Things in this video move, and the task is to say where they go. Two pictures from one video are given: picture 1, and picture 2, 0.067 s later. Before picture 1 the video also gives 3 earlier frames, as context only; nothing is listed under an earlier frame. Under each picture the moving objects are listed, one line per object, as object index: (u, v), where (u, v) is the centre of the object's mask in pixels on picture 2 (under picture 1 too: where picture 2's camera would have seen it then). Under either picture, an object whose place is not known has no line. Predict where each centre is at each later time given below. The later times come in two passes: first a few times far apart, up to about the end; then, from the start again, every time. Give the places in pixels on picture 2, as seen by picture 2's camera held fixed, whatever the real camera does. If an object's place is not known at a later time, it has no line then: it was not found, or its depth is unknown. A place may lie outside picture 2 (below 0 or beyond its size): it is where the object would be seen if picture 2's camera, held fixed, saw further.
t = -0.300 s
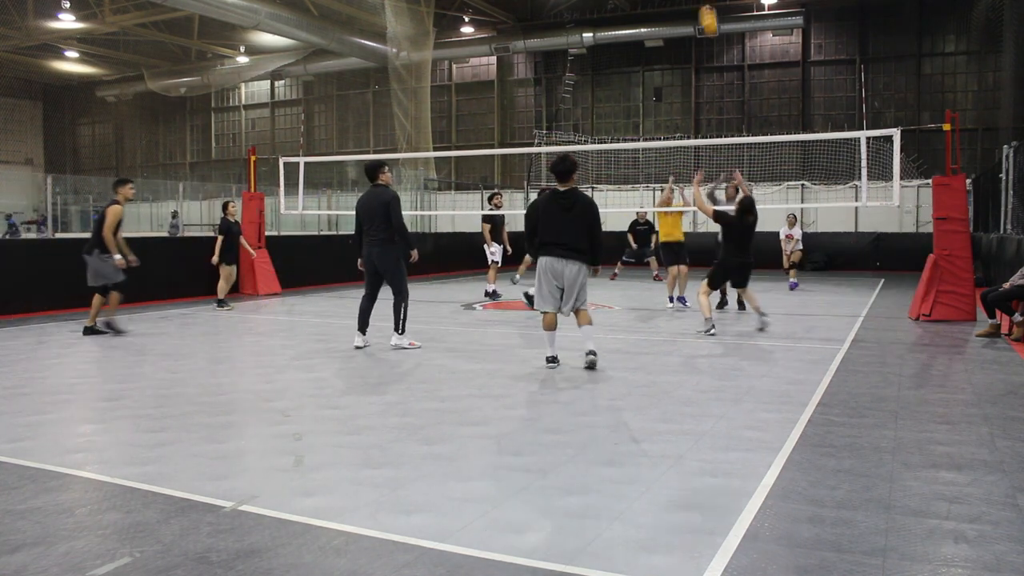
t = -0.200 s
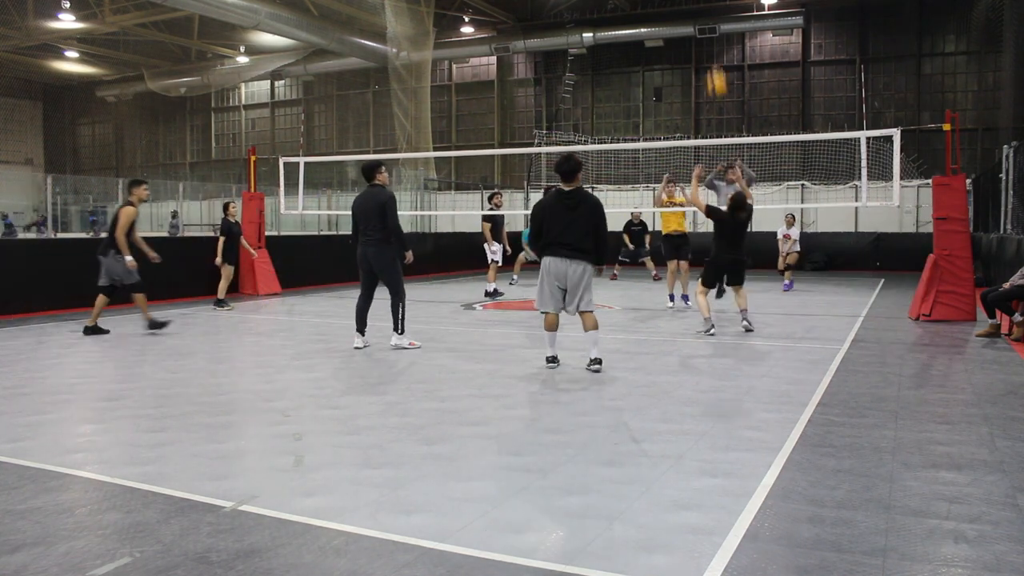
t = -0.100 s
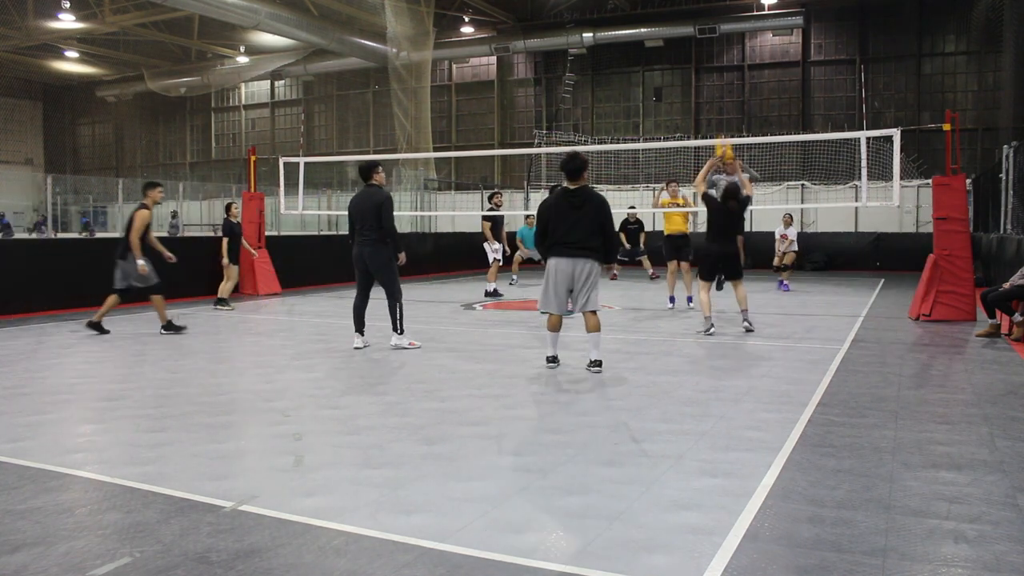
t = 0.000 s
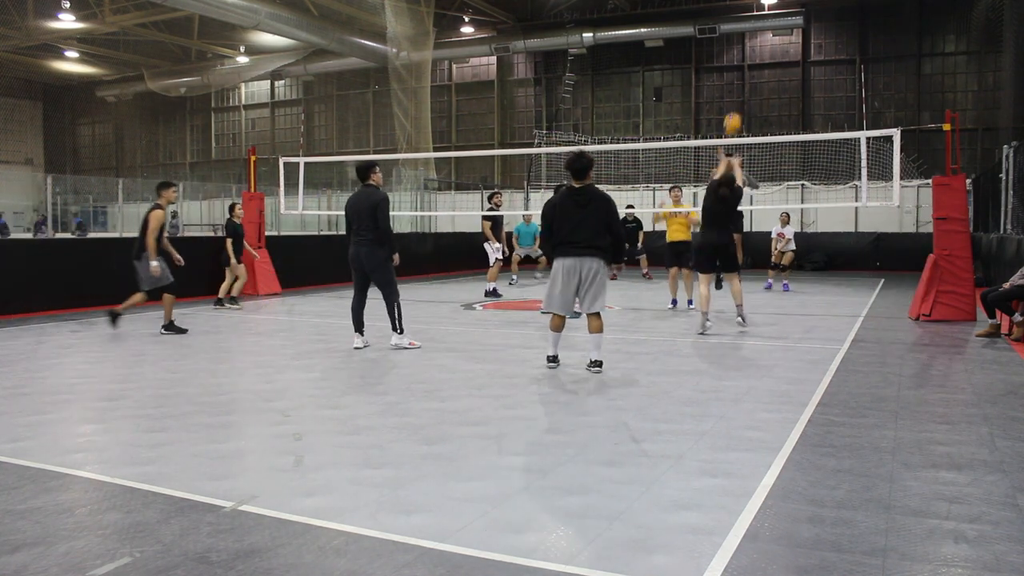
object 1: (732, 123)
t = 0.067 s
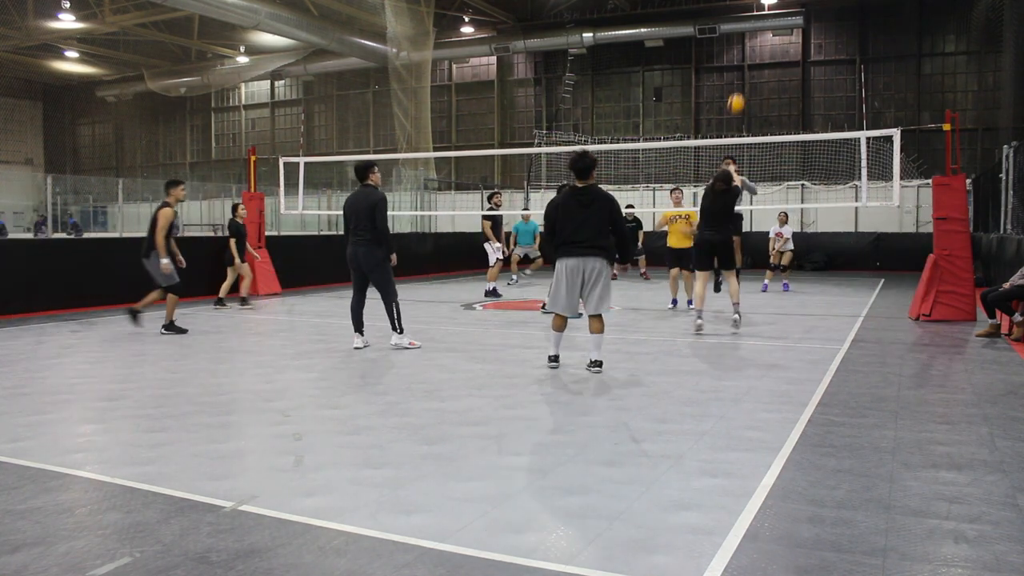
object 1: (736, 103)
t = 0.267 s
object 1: (745, 69)
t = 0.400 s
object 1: (750, 66)
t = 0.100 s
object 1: (738, 94)
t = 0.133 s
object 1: (739, 87)
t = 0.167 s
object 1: (741, 81)
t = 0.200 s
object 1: (742, 76)
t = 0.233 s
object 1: (743, 72)
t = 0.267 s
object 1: (745, 69)
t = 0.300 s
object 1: (746, 67)
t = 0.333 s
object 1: (747, 65)
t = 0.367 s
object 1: (749, 65)
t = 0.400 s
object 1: (750, 66)
